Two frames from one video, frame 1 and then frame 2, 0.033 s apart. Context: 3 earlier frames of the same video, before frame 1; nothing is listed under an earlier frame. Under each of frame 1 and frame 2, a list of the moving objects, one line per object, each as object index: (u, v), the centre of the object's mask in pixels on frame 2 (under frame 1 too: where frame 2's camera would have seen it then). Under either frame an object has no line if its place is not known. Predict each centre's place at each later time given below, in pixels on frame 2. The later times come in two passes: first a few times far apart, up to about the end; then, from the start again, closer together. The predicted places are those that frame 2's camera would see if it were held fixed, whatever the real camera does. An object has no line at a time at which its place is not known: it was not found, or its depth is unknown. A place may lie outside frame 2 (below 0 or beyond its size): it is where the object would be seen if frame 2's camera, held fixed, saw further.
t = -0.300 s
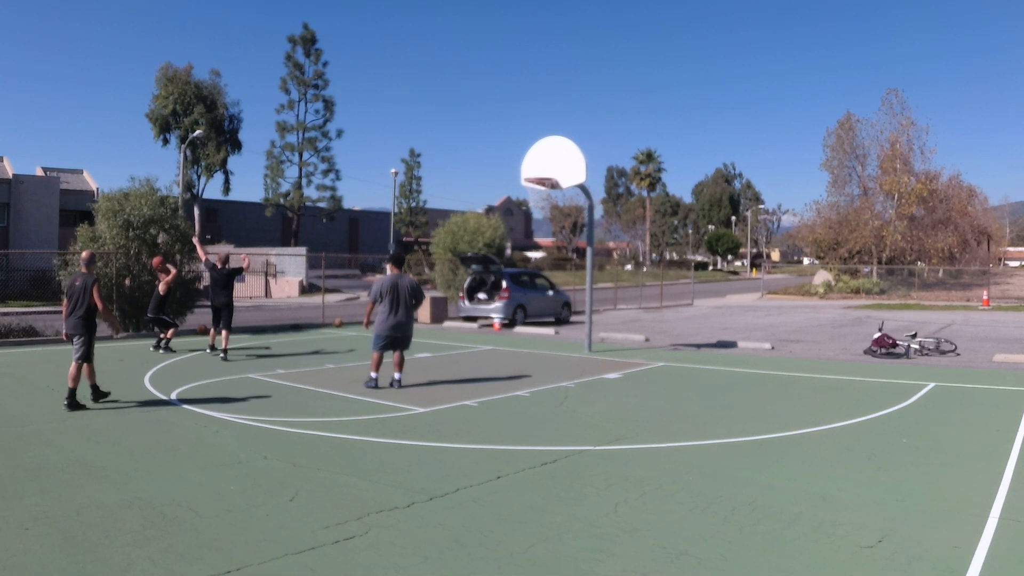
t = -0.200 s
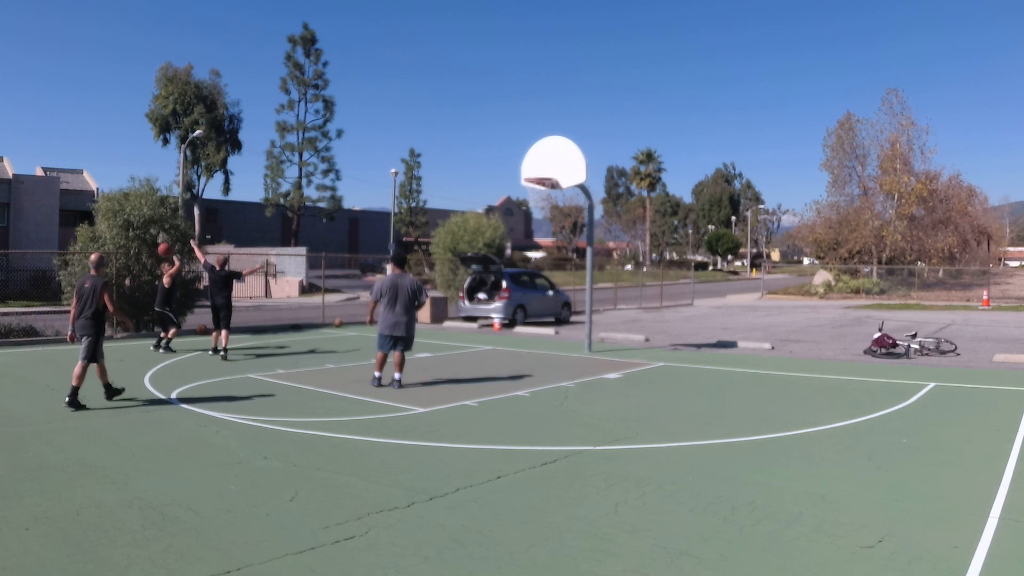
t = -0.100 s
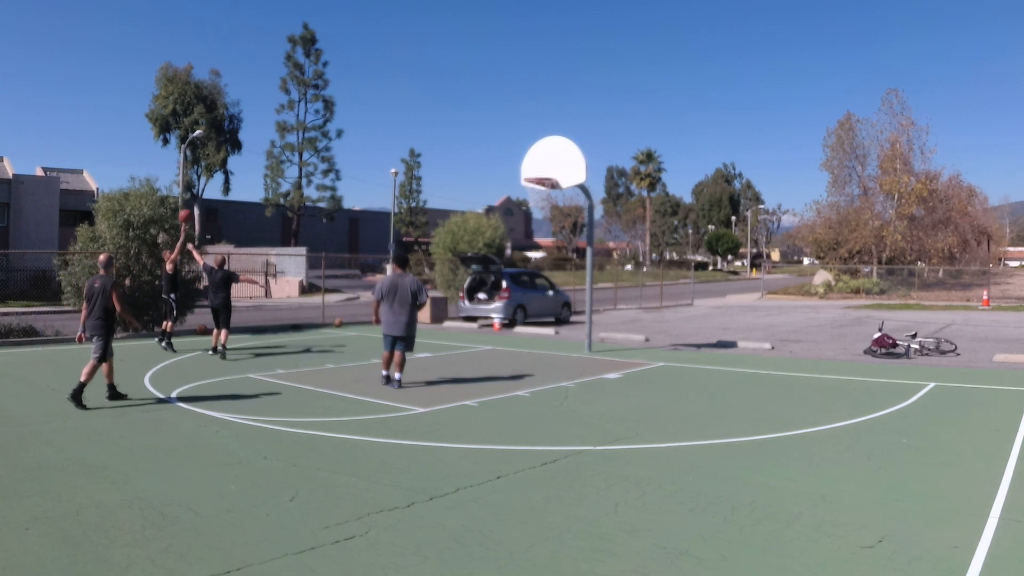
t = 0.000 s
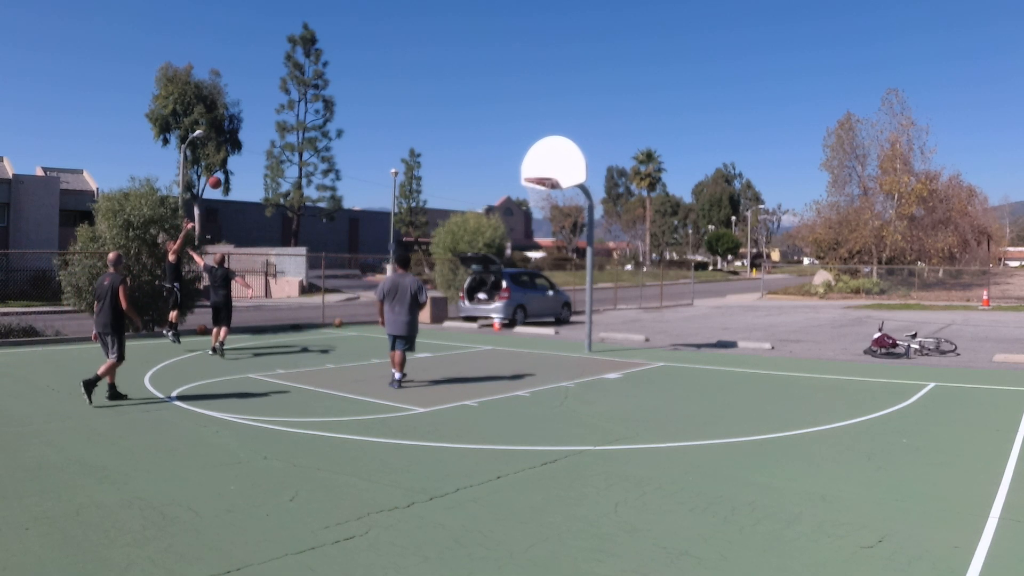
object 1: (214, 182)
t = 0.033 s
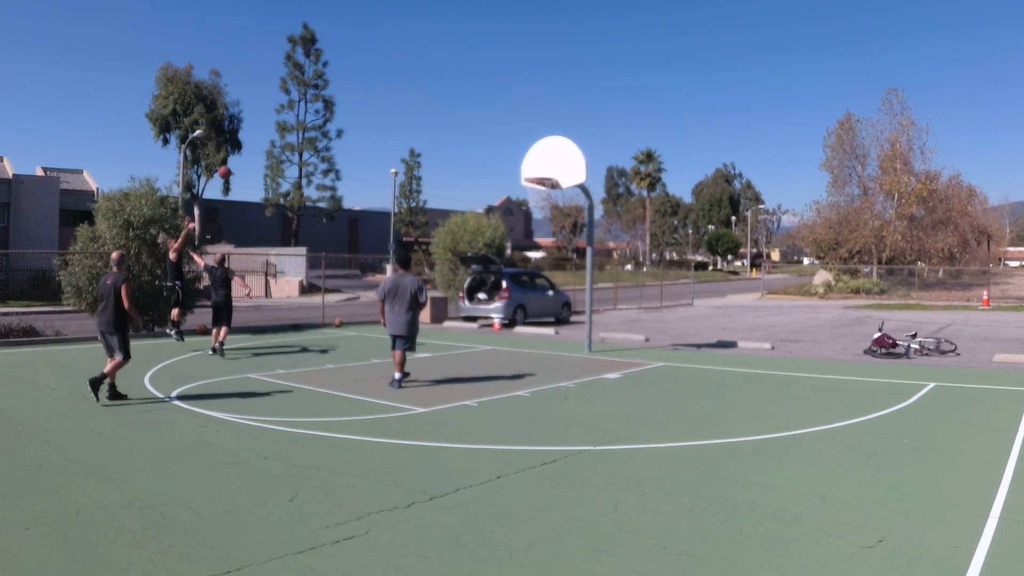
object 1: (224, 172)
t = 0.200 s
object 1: (275, 131)
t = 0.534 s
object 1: (377, 94)
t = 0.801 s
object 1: (459, 110)
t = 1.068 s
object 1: (542, 168)
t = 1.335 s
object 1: (560, 133)
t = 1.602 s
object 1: (572, 132)
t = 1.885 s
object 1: (585, 183)
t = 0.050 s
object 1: (229, 168)
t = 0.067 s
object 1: (234, 163)
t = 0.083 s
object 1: (239, 158)
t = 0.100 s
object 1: (244, 154)
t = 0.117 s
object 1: (249, 150)
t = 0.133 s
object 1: (254, 146)
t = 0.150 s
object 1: (260, 142)
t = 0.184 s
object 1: (270, 135)
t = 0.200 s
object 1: (275, 131)
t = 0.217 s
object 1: (280, 127)
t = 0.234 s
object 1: (284, 125)
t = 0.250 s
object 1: (289, 122)
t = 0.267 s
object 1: (295, 119)
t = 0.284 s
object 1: (300, 116)
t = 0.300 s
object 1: (306, 114)
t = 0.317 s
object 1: (310, 111)
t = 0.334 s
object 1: (316, 108)
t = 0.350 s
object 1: (320, 107)
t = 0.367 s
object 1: (326, 104)
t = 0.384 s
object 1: (331, 103)
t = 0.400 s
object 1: (335, 102)
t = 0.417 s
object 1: (341, 100)
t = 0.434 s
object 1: (347, 99)
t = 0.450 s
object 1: (351, 98)
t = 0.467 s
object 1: (357, 97)
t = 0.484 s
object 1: (362, 96)
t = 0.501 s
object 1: (367, 95)
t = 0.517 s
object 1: (372, 95)
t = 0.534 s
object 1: (377, 94)
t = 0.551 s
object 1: (382, 94)
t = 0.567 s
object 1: (387, 94)
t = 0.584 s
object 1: (392, 94)
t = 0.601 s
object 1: (397, 94)
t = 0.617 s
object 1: (403, 95)
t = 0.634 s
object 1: (408, 95)
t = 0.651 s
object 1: (413, 96)
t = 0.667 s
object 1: (418, 97)
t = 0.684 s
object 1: (423, 98)
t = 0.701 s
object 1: (428, 99)
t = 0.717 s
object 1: (433, 101)
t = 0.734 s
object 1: (439, 102)
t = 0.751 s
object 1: (444, 104)
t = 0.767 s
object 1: (449, 106)
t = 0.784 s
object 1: (454, 108)
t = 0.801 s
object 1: (459, 110)
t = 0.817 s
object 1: (464, 112)
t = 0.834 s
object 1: (470, 115)
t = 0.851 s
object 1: (475, 117)
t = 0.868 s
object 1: (480, 120)
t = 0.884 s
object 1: (485, 124)
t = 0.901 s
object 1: (490, 127)
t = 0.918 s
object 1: (495, 130)
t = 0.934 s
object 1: (501, 134)
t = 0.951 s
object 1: (506, 137)
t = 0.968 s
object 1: (511, 141)
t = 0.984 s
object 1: (516, 145)
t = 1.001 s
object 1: (521, 149)
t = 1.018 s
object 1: (526, 154)
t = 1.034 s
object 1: (531, 158)
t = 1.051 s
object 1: (537, 163)
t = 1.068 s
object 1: (542, 168)
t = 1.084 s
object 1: (546, 172)
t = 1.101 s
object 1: (549, 168)
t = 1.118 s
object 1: (550, 165)
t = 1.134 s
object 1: (550, 162)
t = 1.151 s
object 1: (551, 158)
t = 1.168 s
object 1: (552, 155)
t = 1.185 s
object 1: (553, 152)
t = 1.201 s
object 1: (553, 150)
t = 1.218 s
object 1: (554, 147)
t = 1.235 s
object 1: (555, 144)
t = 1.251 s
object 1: (555, 142)
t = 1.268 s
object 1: (556, 140)
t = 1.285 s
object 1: (557, 138)
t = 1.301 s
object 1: (558, 136)
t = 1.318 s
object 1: (559, 135)
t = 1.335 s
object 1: (560, 133)
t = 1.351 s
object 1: (561, 132)
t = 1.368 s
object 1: (561, 131)
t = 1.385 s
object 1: (562, 130)
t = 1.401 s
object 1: (563, 129)
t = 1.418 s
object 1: (563, 129)
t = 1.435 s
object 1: (564, 128)
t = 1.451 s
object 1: (565, 128)
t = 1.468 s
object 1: (566, 128)
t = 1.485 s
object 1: (567, 128)
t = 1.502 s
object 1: (567, 128)
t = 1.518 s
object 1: (568, 128)
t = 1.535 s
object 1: (569, 129)
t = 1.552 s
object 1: (570, 129)
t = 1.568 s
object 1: (570, 130)
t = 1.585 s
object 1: (571, 131)
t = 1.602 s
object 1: (572, 132)
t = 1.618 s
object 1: (573, 134)
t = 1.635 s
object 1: (574, 135)
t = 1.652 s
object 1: (575, 137)
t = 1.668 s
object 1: (575, 139)
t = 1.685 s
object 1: (576, 141)
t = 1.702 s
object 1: (577, 143)
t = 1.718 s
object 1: (578, 146)
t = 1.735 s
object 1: (579, 148)
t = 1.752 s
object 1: (580, 151)
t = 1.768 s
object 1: (580, 155)
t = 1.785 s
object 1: (581, 158)
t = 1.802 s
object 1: (582, 162)
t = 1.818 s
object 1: (583, 165)
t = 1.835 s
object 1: (583, 169)
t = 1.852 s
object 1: (584, 173)
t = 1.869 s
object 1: (585, 177)
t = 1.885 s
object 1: (585, 183)
